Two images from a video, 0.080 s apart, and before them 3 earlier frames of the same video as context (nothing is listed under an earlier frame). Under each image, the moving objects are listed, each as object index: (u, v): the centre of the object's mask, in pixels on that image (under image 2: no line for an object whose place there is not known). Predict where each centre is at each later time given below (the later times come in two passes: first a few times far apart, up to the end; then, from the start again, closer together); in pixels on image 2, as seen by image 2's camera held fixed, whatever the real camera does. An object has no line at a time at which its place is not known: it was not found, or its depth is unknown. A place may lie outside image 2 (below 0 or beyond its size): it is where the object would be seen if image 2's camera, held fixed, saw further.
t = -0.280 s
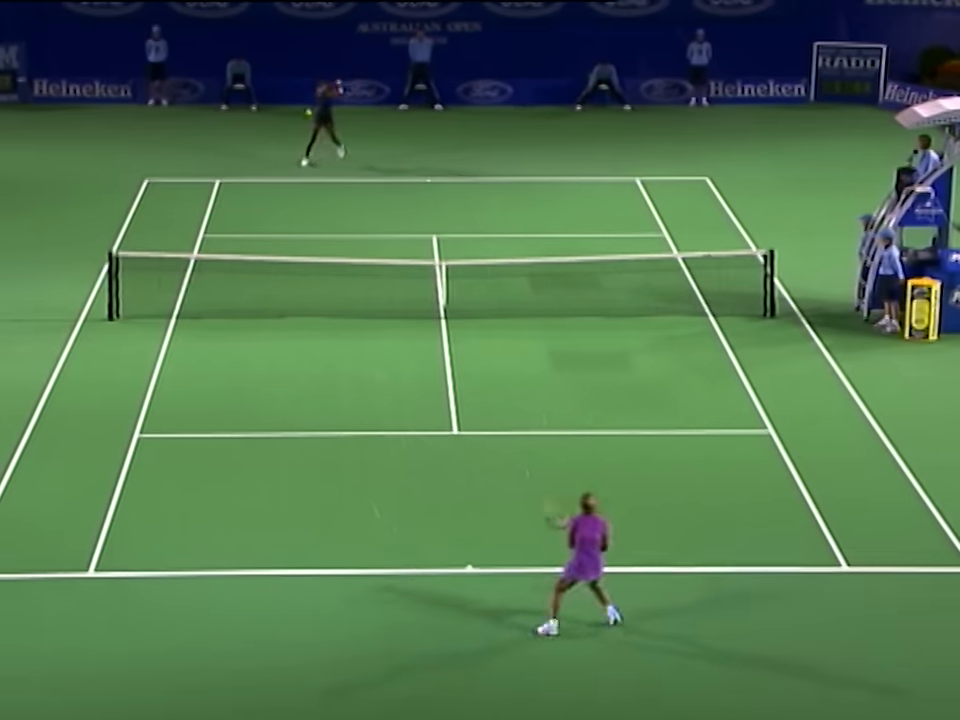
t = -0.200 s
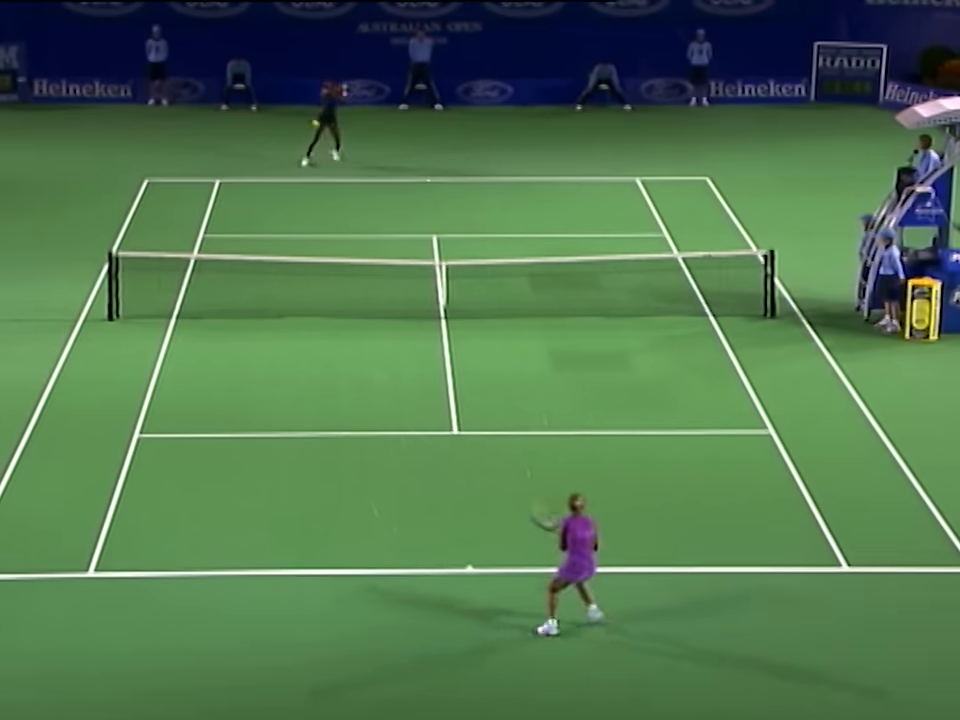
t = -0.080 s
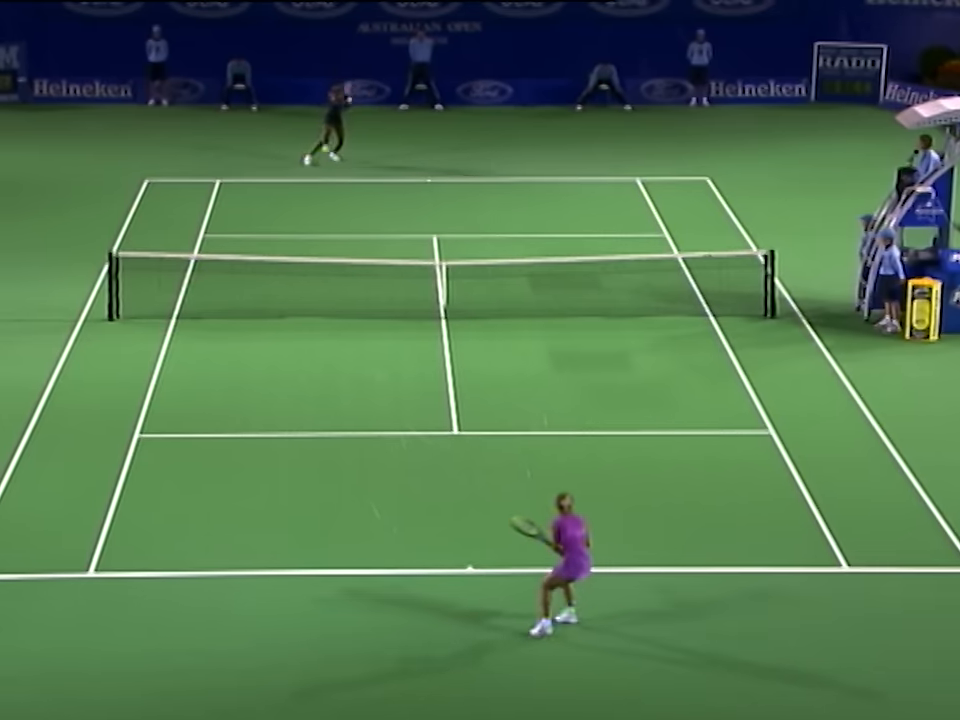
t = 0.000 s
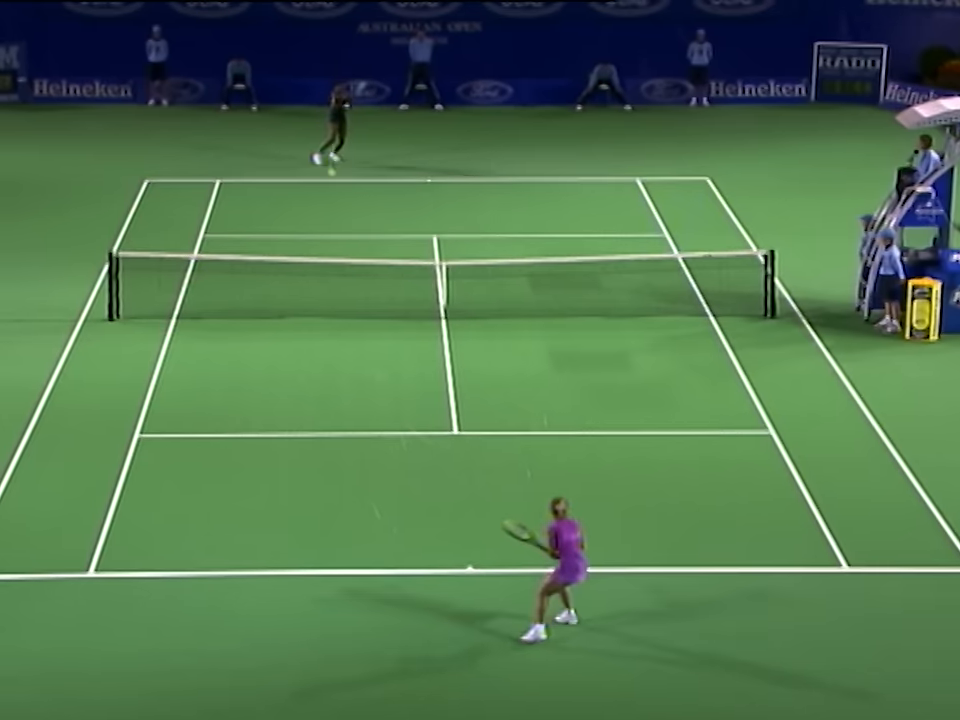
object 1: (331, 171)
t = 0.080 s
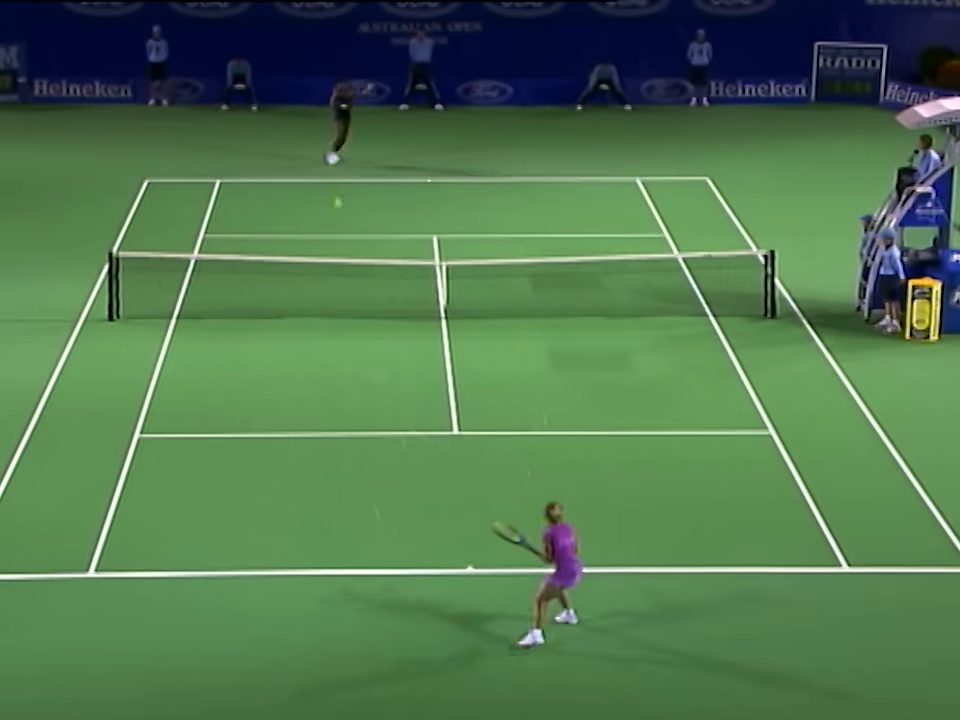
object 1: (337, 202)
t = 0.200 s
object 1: (347, 255)
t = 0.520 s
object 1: (370, 481)
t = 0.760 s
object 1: (390, 468)
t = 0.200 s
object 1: (347, 255)
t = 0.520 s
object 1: (370, 481)
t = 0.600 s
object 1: (376, 490)
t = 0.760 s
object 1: (390, 468)
